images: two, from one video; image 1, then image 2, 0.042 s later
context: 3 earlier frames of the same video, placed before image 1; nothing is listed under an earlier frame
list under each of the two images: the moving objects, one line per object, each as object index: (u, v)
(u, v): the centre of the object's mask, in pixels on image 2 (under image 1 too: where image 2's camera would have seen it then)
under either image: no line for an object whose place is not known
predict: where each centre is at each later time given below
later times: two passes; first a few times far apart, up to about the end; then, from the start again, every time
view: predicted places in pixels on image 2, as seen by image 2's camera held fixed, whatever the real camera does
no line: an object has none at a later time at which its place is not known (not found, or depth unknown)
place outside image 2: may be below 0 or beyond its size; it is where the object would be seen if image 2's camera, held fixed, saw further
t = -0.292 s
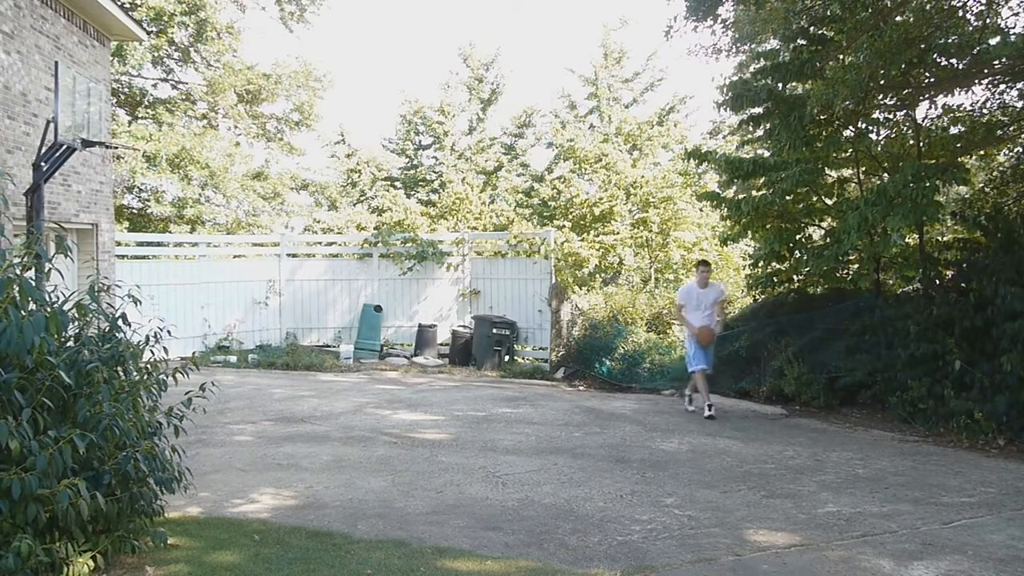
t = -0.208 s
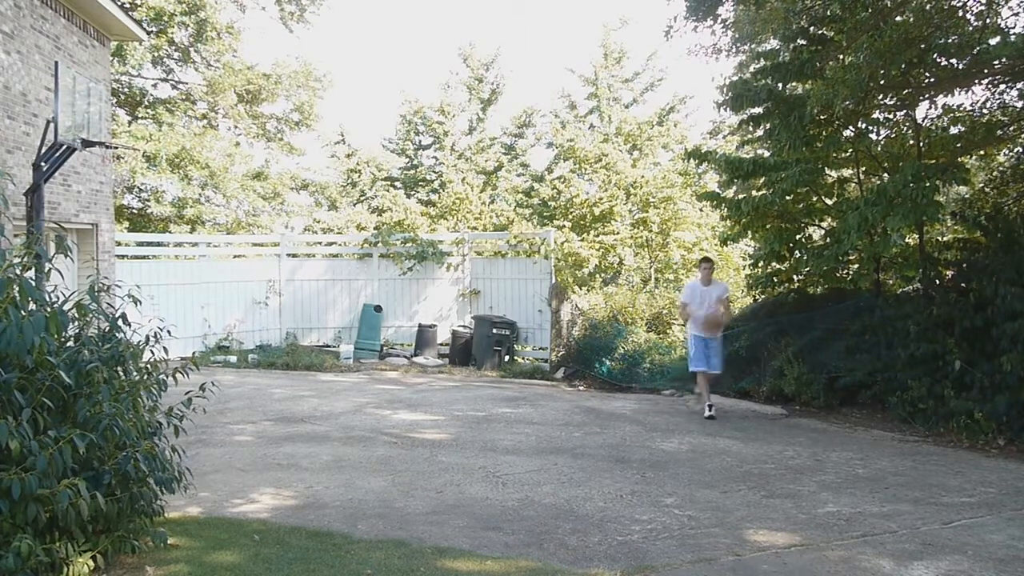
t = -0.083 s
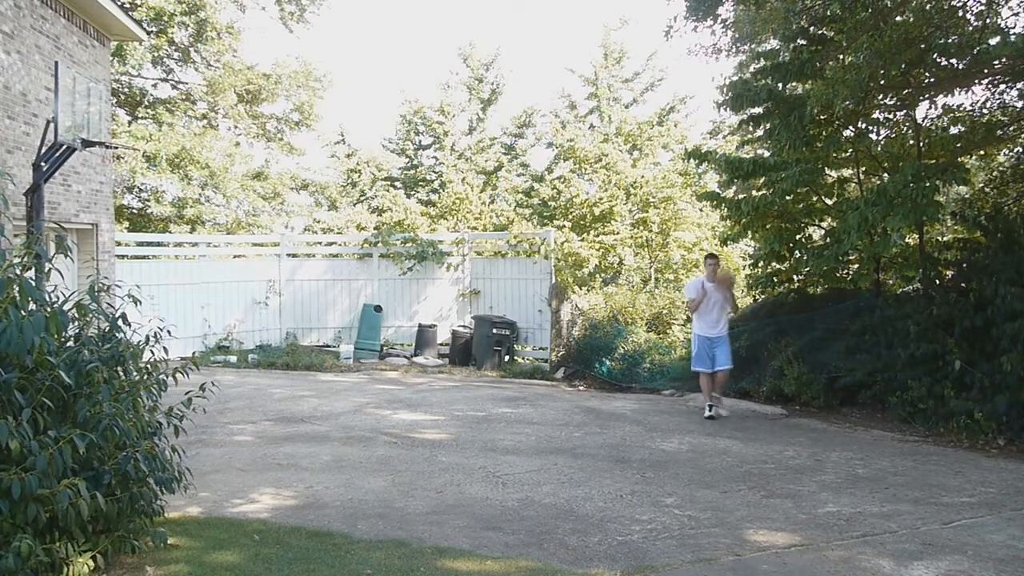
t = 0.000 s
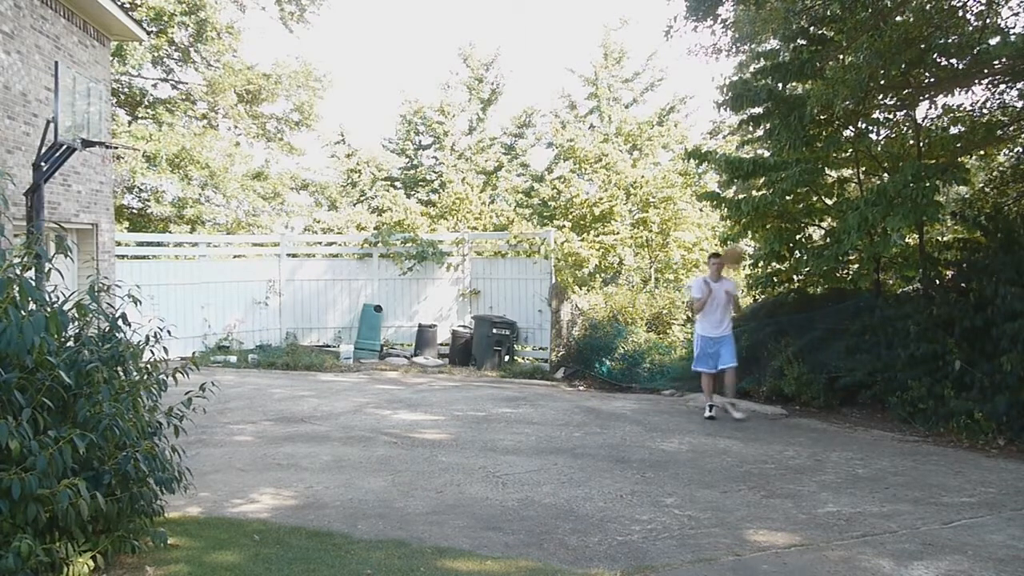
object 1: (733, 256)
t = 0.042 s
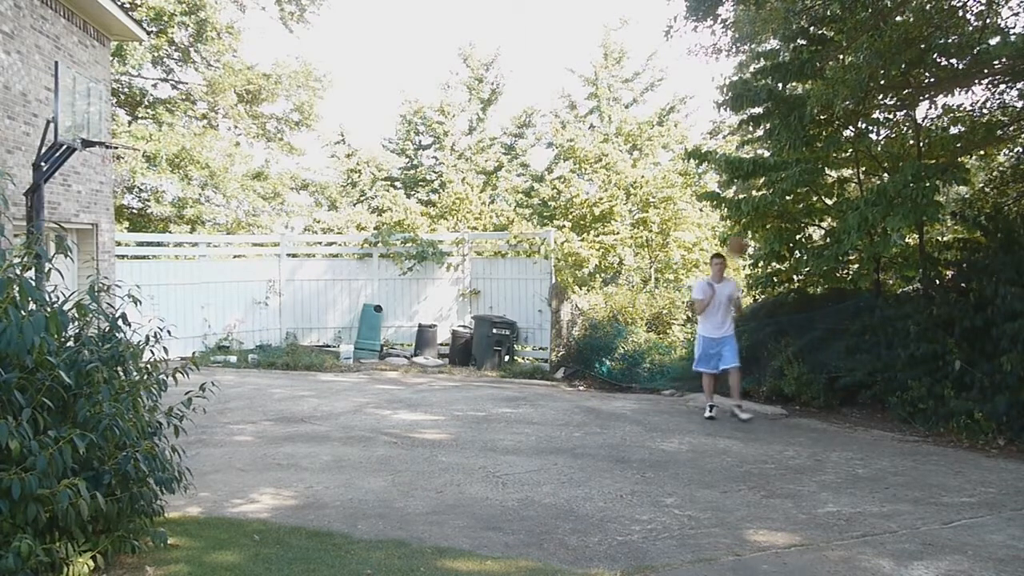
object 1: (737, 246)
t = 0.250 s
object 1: (758, 217)
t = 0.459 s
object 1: (783, 229)
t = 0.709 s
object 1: (820, 314)
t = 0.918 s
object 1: (853, 449)
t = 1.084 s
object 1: (842, 367)
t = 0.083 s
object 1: (741, 237)
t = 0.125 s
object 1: (746, 229)
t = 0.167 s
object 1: (750, 223)
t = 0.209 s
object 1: (754, 220)
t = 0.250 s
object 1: (758, 217)
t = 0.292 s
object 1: (765, 216)
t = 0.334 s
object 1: (769, 217)
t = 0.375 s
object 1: (772, 217)
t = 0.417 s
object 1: (778, 221)
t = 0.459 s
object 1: (783, 229)
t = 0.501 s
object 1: (789, 239)
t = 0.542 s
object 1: (795, 249)
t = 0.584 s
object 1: (802, 259)
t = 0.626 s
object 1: (806, 278)
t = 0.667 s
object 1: (813, 295)
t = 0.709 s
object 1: (820, 314)
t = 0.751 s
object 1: (826, 337)
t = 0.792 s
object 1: (831, 359)
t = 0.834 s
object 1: (837, 387)
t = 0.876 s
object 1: (844, 418)
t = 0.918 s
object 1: (853, 449)
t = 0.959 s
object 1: (848, 425)
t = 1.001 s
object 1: (847, 404)
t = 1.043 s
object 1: (844, 385)
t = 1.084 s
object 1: (842, 367)
